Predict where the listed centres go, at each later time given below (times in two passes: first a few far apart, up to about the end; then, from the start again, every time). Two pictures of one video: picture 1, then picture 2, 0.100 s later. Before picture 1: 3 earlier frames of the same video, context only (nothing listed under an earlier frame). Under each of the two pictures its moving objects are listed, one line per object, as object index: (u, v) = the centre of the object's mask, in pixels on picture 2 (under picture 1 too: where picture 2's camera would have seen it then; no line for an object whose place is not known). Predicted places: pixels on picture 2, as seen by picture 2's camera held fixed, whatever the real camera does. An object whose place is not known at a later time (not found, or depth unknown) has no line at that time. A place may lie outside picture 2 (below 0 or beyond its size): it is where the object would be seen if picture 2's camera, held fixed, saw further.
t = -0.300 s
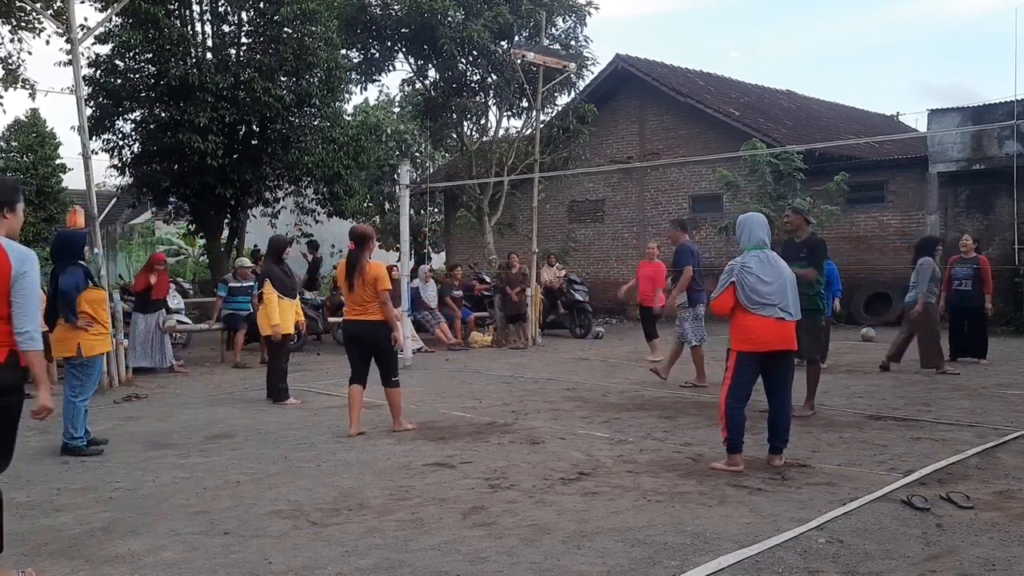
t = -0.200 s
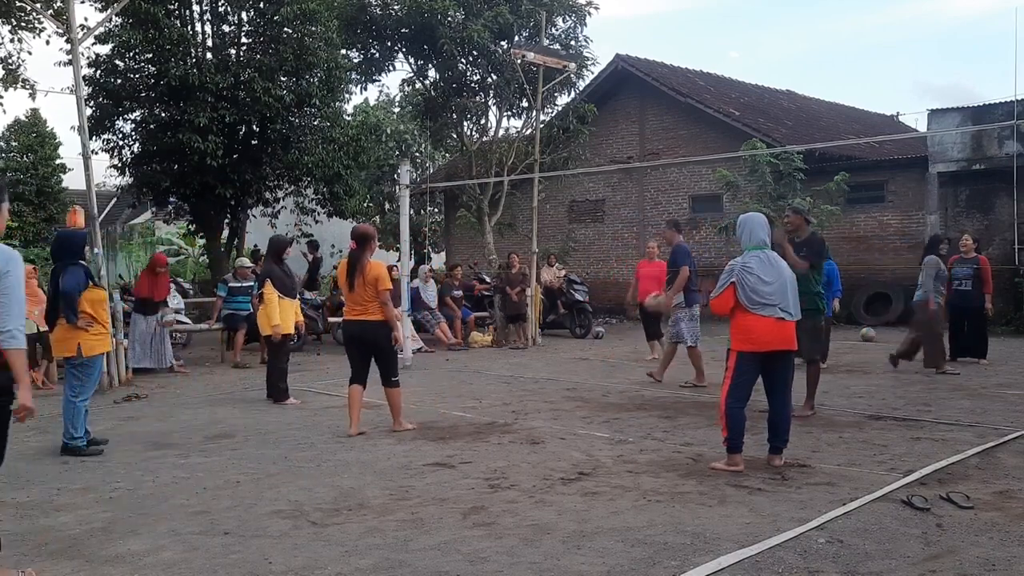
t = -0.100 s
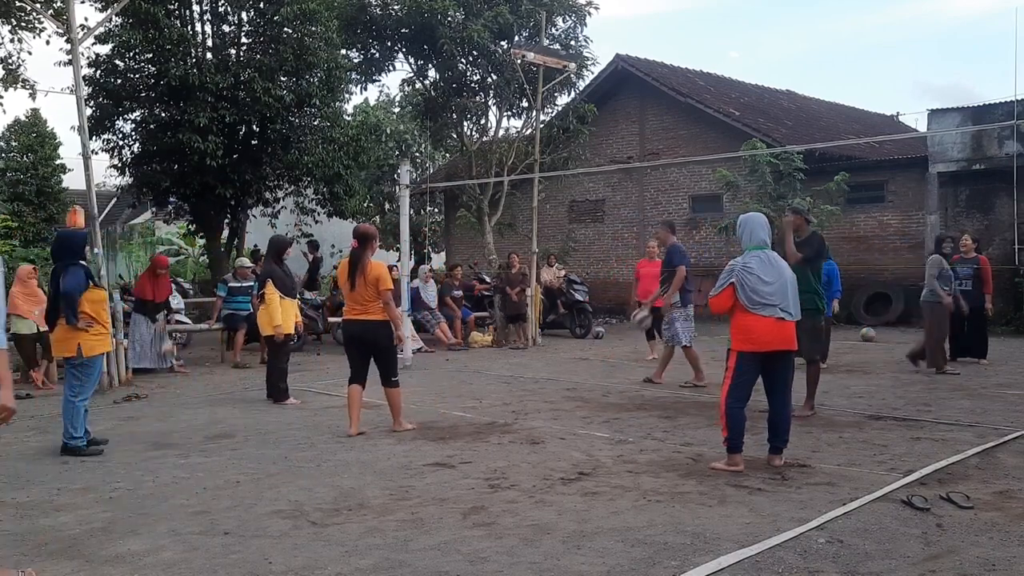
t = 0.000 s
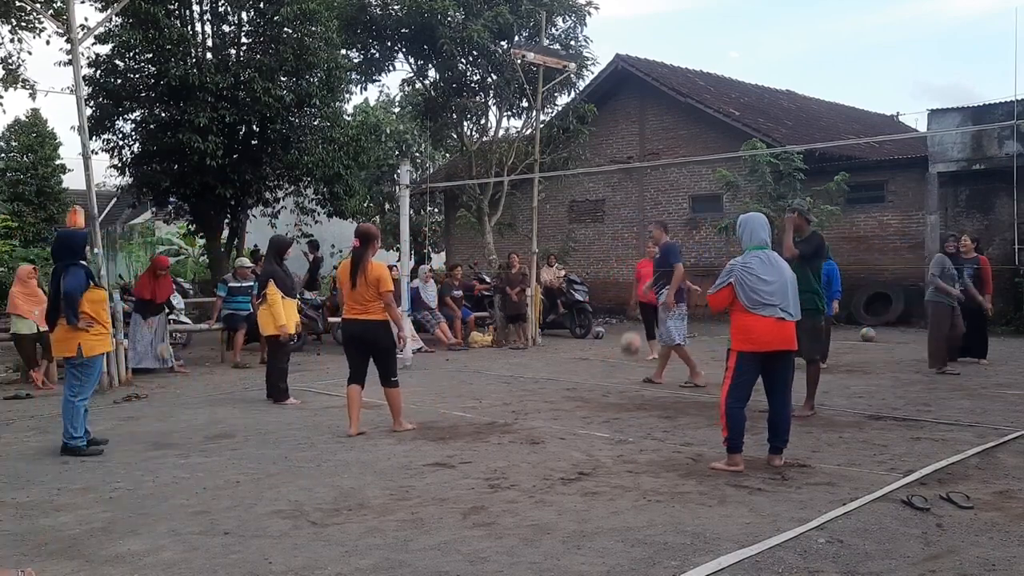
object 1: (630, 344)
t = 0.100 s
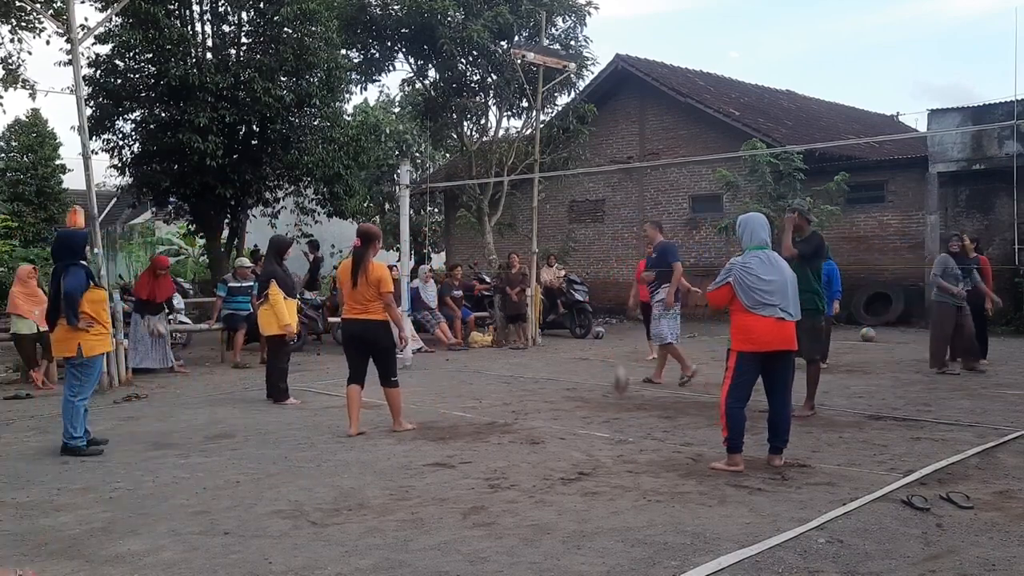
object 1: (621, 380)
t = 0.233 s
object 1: (608, 369)
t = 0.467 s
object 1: (589, 368)
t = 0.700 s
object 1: (569, 402)
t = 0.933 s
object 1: (559, 385)
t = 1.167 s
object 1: (545, 447)
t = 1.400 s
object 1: (525, 443)
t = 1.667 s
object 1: (493, 483)
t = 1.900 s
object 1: (457, 519)
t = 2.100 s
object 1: (420, 547)
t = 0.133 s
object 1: (618, 387)
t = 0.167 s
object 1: (615, 380)
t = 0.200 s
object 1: (611, 373)
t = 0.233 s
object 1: (608, 369)
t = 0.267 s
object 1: (606, 366)
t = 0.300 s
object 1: (603, 362)
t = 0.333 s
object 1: (600, 360)
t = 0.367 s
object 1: (597, 360)
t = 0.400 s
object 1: (594, 361)
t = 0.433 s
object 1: (591, 364)
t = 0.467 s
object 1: (589, 368)
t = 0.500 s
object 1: (586, 372)
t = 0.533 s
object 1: (582, 378)
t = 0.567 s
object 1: (579, 387)
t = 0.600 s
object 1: (575, 397)
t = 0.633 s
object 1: (573, 409)
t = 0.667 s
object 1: (572, 410)
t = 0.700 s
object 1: (569, 402)
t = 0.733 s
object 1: (568, 394)
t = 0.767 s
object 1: (566, 389)
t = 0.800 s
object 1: (564, 385)
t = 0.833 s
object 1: (562, 382)
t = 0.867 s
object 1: (561, 382)
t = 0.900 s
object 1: (560, 383)
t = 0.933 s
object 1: (559, 385)
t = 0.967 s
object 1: (556, 388)
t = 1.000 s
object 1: (554, 393)
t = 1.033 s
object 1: (552, 399)
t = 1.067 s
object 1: (551, 407)
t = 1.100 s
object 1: (549, 419)
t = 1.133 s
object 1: (548, 432)
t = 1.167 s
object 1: (545, 447)
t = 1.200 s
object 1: (543, 444)
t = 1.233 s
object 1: (541, 439)
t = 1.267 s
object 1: (537, 436)
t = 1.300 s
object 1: (534, 435)
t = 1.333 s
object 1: (531, 435)
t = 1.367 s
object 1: (528, 438)
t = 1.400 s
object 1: (525, 443)
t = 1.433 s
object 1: (522, 451)
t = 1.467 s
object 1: (519, 459)
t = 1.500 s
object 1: (516, 470)
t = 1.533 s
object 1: (512, 484)
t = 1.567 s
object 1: (507, 481)
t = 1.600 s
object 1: (504, 480)
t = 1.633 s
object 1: (500, 480)
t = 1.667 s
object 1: (493, 483)
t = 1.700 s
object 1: (488, 488)
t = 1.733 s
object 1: (482, 495)
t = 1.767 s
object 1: (480, 504)
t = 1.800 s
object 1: (472, 514)
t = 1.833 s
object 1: (468, 513)
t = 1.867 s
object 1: (462, 516)
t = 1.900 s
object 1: (457, 519)
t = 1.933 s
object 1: (450, 529)
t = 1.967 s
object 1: (444, 536)
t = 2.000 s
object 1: (438, 534)
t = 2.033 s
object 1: (433, 536)
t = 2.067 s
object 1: (426, 540)
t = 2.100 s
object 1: (420, 547)
